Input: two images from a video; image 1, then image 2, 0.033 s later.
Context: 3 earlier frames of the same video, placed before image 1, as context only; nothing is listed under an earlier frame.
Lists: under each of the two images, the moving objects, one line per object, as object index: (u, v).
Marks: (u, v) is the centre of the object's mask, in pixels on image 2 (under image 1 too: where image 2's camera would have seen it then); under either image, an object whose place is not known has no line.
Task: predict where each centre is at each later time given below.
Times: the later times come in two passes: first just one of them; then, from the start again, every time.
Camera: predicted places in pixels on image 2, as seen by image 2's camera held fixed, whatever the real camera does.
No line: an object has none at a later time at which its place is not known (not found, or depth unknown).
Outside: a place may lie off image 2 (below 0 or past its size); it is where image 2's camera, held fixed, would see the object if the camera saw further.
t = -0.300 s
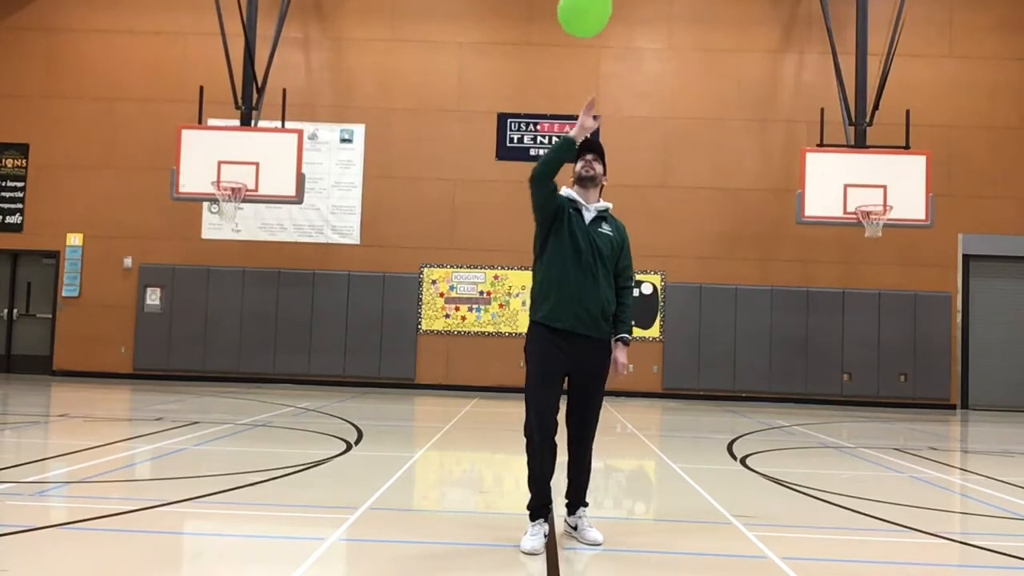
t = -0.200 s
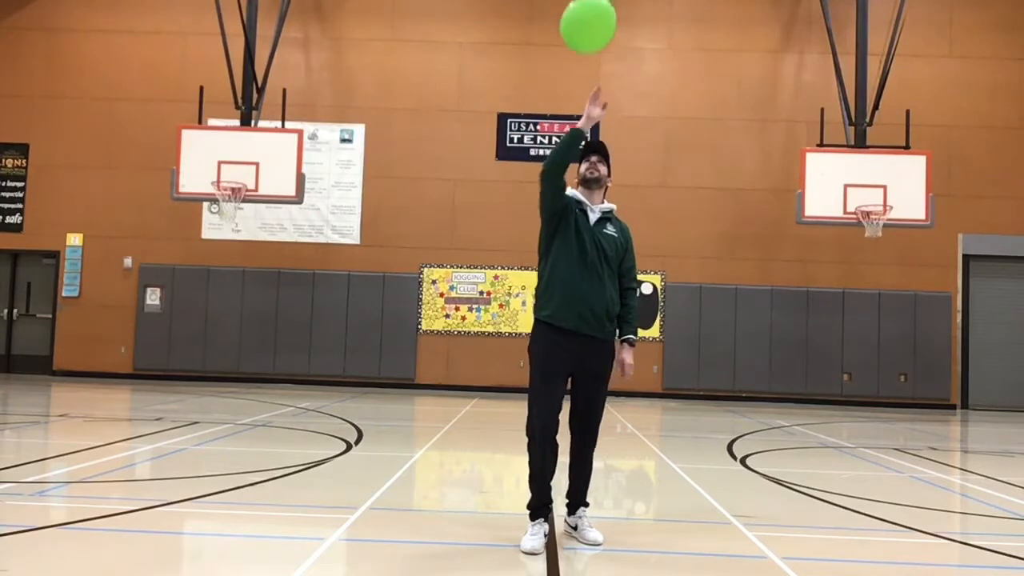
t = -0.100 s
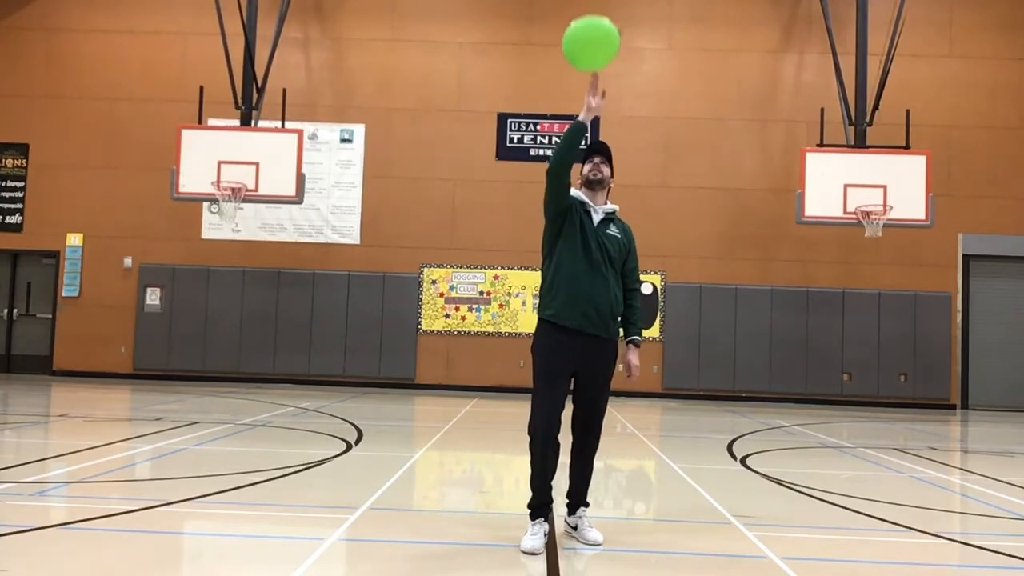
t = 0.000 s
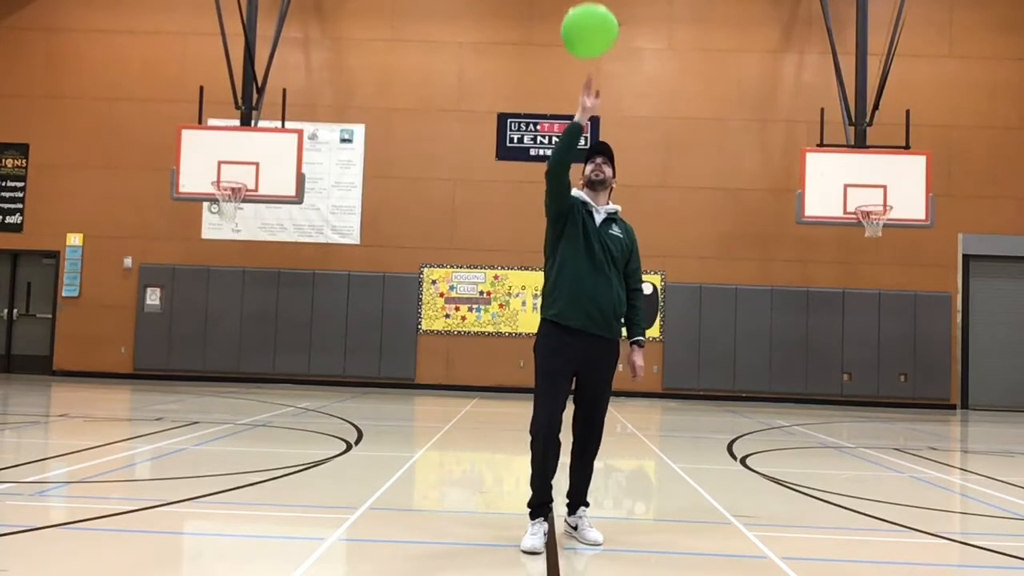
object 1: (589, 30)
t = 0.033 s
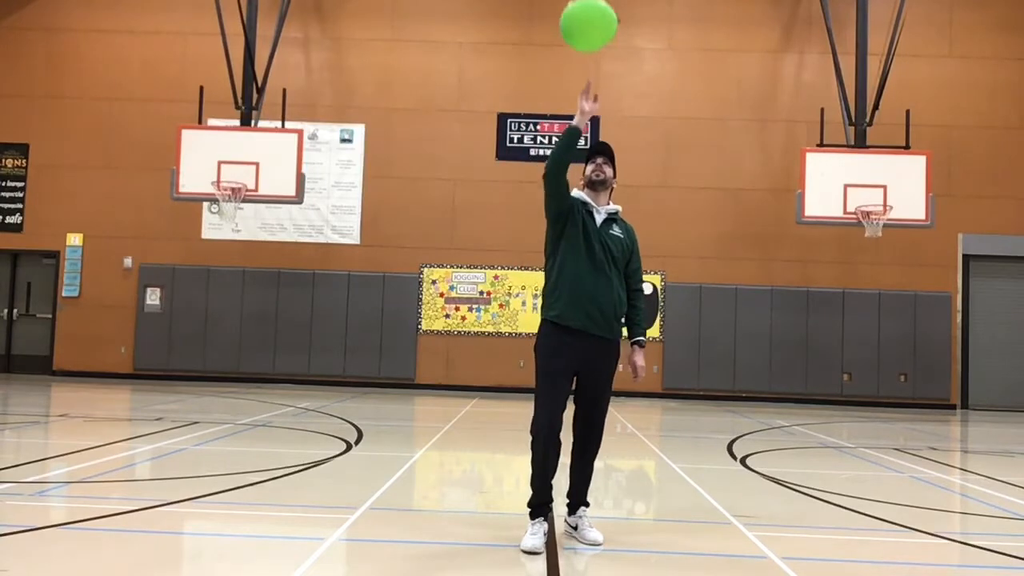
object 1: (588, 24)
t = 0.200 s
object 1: (584, 12)
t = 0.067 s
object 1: (587, 21)
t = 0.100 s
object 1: (587, 18)
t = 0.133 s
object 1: (585, 16)
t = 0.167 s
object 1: (585, 14)
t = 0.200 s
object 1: (584, 12)
